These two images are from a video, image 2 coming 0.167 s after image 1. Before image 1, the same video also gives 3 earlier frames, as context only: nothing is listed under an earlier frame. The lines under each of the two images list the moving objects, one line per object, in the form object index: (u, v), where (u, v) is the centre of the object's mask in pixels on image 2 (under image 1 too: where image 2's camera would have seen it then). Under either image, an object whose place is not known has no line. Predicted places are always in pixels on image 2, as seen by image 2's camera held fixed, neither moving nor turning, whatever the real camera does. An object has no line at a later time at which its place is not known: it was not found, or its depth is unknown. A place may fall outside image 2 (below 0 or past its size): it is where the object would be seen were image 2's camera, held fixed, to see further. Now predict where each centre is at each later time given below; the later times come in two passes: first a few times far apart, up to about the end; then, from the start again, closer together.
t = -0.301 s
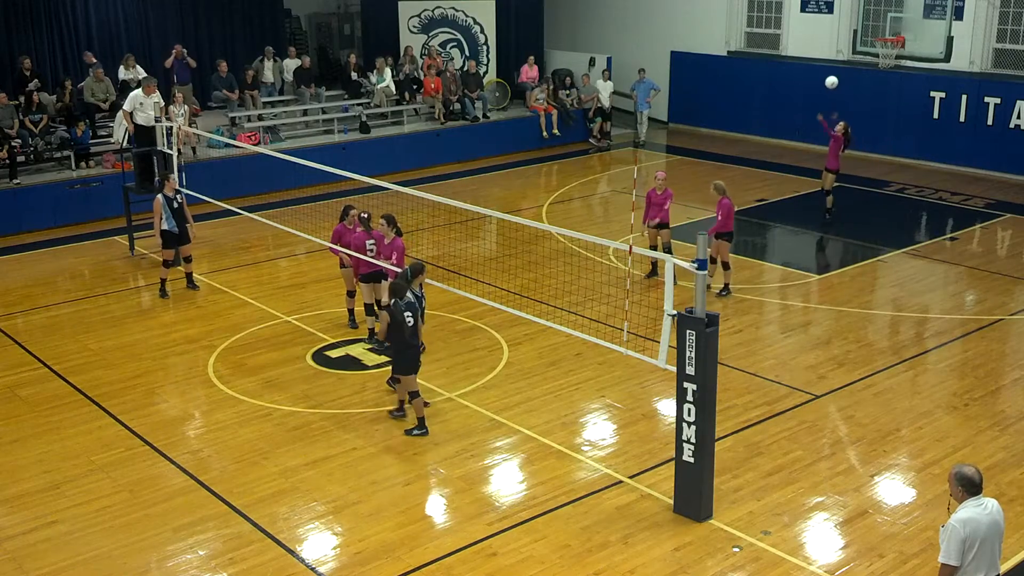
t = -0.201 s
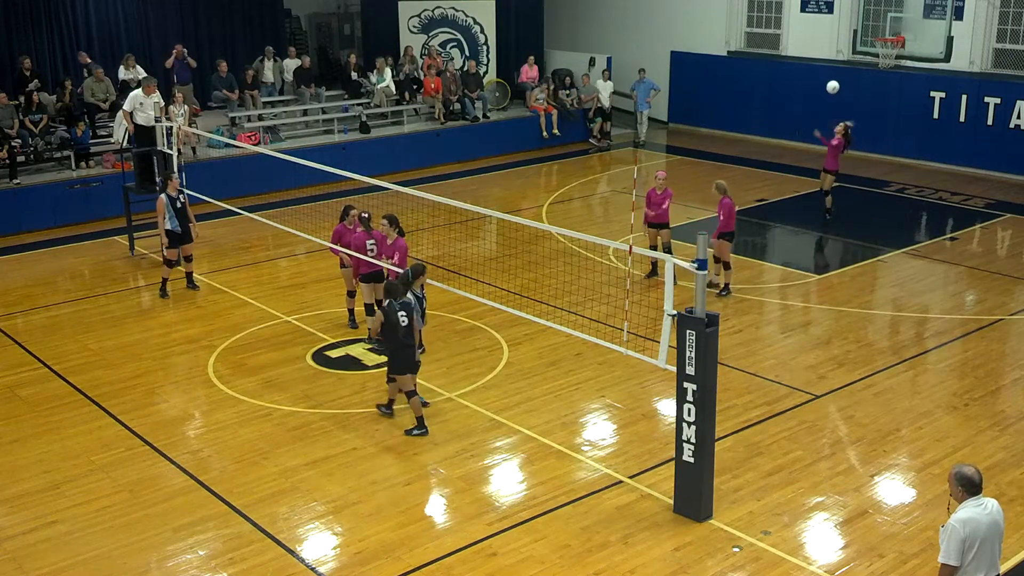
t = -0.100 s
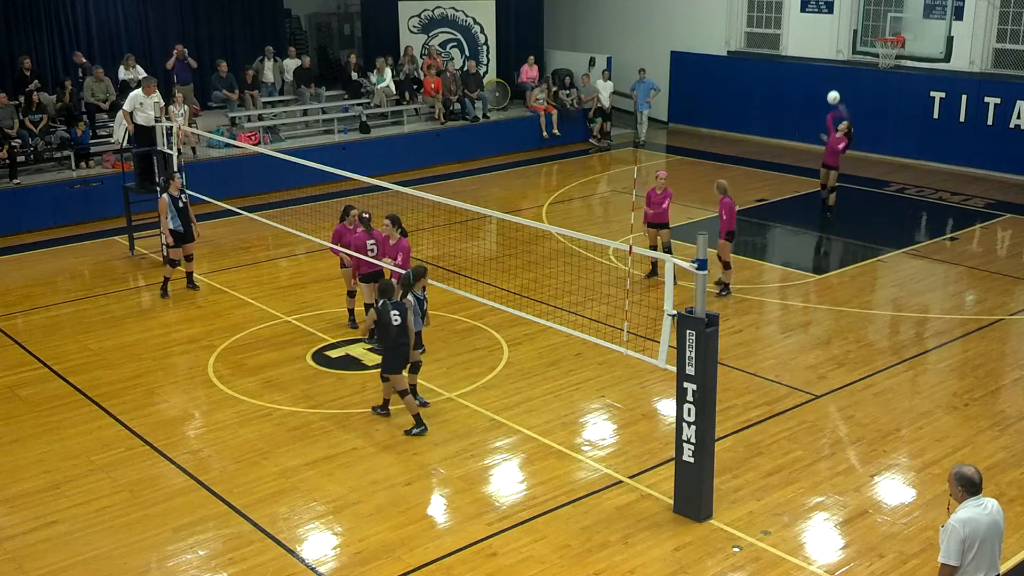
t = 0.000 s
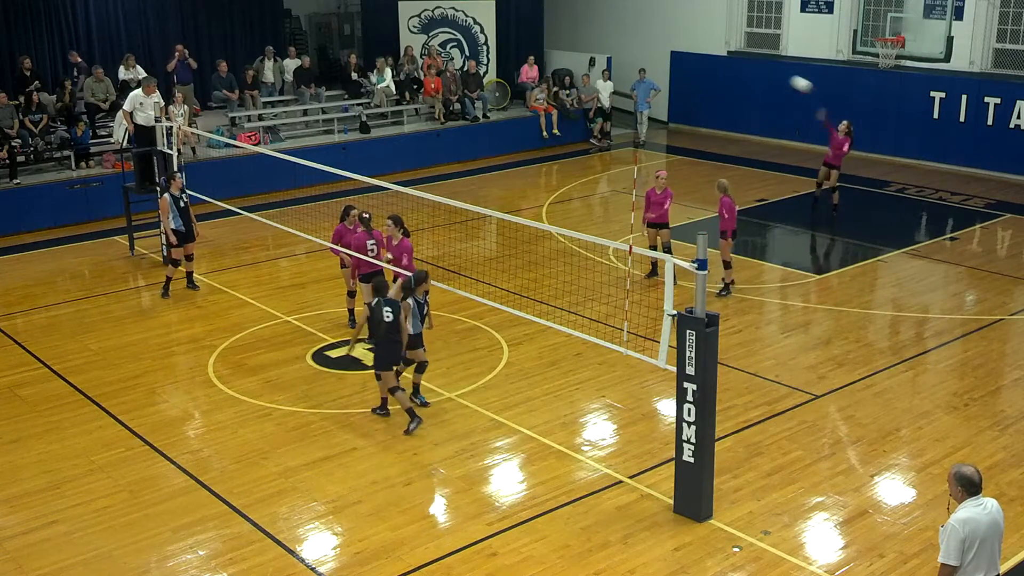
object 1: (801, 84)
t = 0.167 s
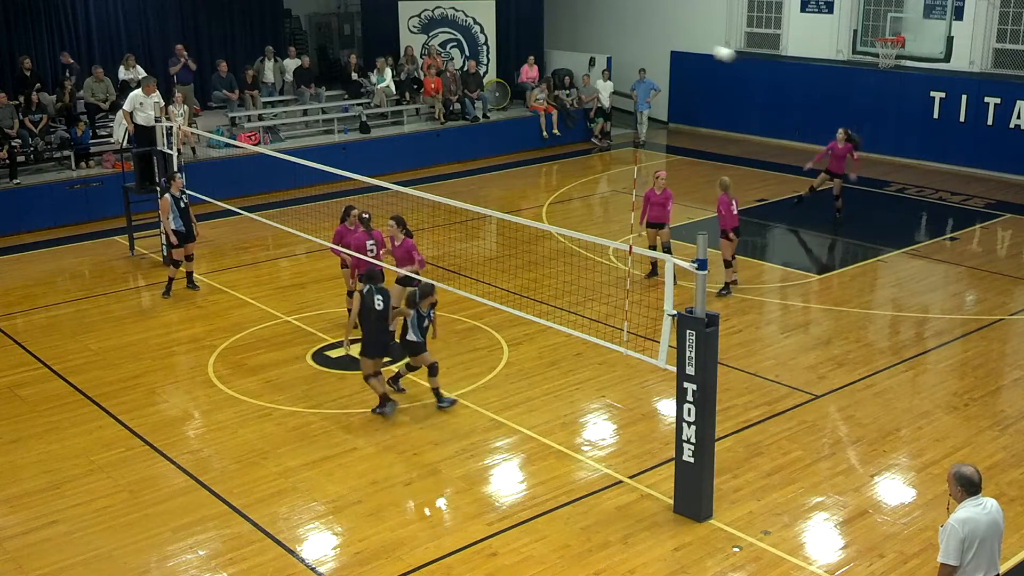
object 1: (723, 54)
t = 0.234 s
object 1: (690, 44)
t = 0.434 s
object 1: (583, 36)
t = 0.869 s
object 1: (312, 121)
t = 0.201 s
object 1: (708, 49)
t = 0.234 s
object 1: (690, 44)
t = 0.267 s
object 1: (673, 41)
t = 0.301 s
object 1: (656, 38)
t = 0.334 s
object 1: (638, 37)
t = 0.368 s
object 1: (620, 35)
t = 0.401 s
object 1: (602, 35)
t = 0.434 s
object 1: (583, 36)
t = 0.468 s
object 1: (564, 37)
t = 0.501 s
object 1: (546, 40)
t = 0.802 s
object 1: (359, 97)
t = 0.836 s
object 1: (337, 108)
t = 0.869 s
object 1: (312, 121)
